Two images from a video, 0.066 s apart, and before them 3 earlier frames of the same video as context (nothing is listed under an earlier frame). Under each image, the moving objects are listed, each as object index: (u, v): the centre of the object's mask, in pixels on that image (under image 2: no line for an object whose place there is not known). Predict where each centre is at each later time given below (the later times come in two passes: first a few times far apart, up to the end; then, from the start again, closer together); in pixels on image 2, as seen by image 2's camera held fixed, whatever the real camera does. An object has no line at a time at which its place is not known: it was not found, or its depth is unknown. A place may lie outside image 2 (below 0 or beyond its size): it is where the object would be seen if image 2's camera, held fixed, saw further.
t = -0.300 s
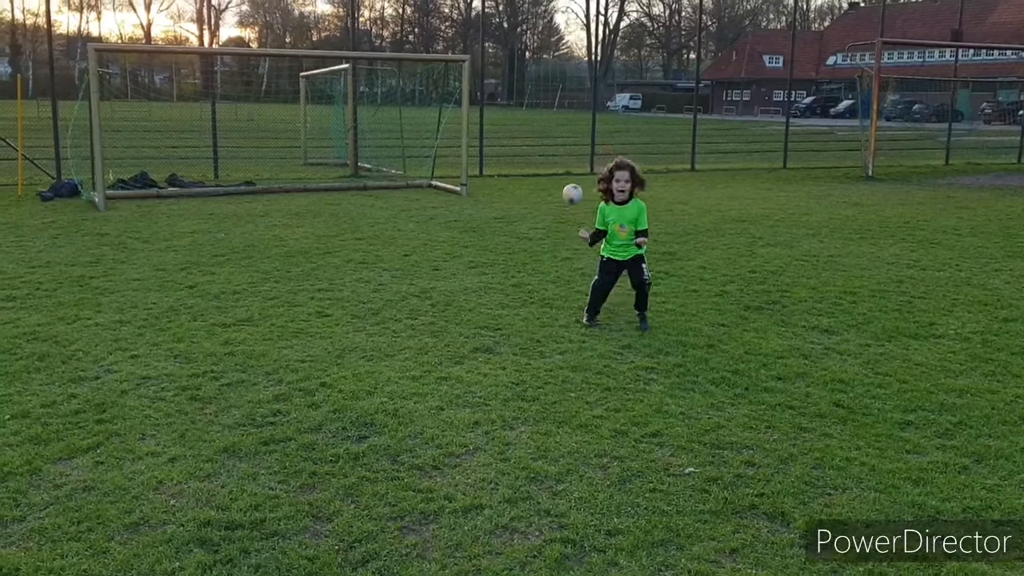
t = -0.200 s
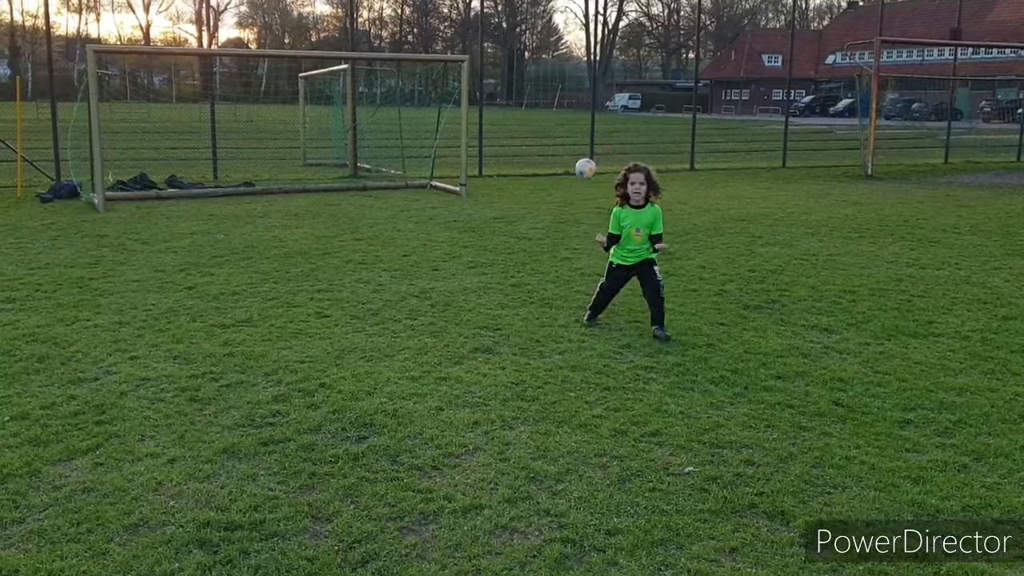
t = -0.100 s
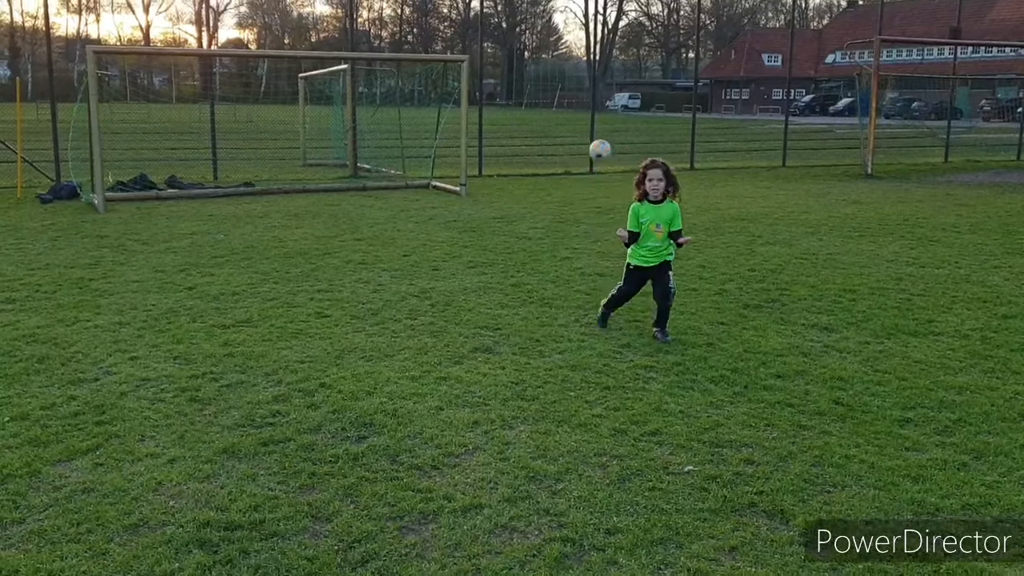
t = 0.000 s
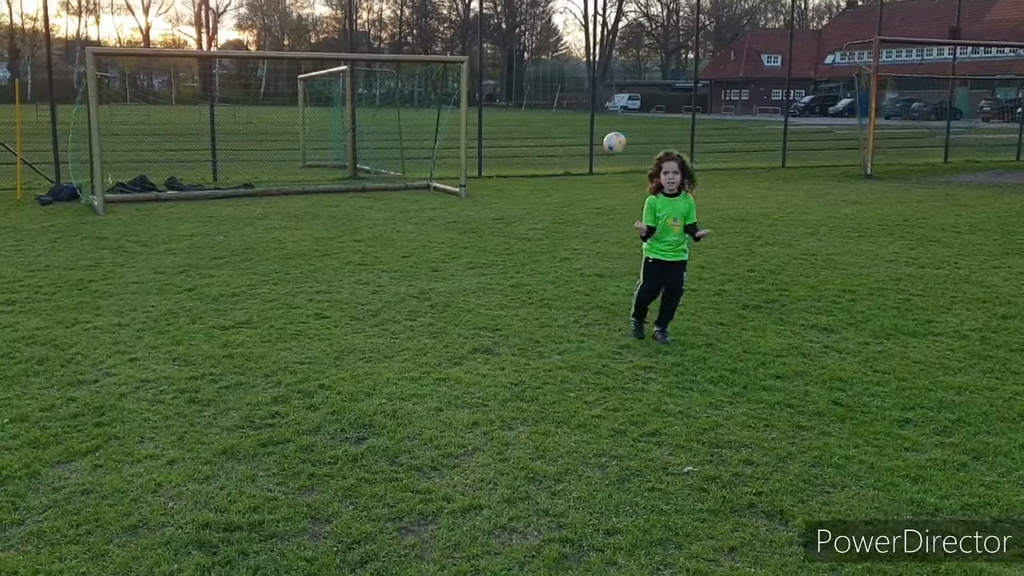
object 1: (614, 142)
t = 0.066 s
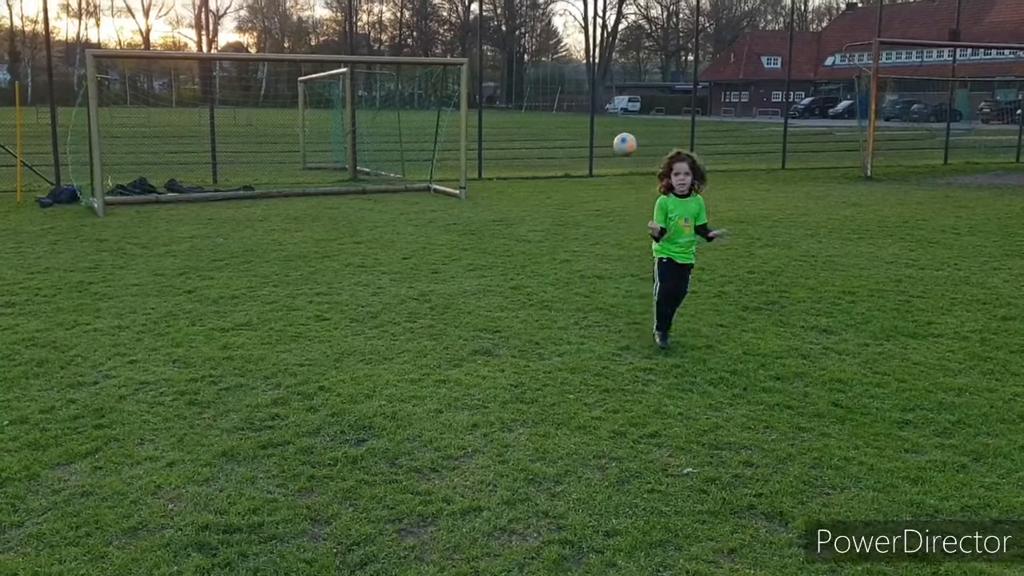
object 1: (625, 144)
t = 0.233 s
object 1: (652, 165)
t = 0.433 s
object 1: (688, 235)
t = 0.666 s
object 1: (735, 246)
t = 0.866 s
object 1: (787, 258)
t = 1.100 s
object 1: (859, 305)
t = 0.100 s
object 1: (630, 145)
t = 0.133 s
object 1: (635, 148)
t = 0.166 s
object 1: (641, 153)
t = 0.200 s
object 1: (646, 159)
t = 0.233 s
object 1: (652, 165)
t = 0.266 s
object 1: (657, 173)
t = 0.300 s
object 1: (664, 182)
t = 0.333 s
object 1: (670, 193)
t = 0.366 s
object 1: (676, 206)
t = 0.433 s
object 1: (688, 235)
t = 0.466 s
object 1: (694, 252)
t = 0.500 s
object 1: (699, 269)
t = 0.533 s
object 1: (706, 264)
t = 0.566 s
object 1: (714, 258)
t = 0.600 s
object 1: (722, 253)
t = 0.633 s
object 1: (729, 249)
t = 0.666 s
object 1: (735, 246)
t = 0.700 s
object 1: (744, 244)
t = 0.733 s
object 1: (753, 245)
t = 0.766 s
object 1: (762, 246)
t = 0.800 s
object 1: (770, 248)
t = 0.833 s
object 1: (778, 253)
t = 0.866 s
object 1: (787, 258)
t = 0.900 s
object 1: (796, 266)
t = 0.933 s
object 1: (806, 275)
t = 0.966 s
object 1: (815, 286)
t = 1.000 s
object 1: (825, 299)
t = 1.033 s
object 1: (835, 313)
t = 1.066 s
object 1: (847, 308)
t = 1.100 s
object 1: (859, 305)
